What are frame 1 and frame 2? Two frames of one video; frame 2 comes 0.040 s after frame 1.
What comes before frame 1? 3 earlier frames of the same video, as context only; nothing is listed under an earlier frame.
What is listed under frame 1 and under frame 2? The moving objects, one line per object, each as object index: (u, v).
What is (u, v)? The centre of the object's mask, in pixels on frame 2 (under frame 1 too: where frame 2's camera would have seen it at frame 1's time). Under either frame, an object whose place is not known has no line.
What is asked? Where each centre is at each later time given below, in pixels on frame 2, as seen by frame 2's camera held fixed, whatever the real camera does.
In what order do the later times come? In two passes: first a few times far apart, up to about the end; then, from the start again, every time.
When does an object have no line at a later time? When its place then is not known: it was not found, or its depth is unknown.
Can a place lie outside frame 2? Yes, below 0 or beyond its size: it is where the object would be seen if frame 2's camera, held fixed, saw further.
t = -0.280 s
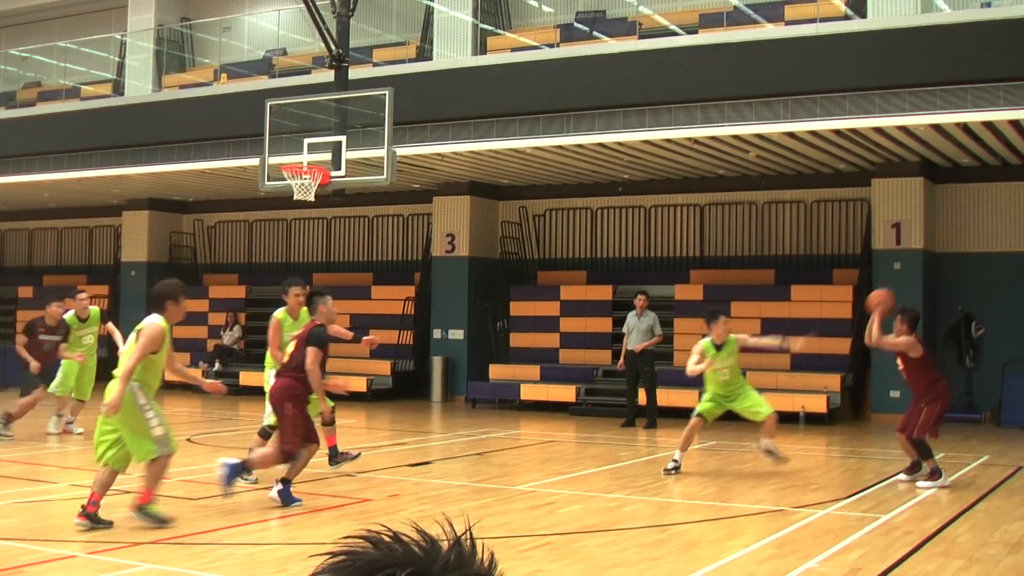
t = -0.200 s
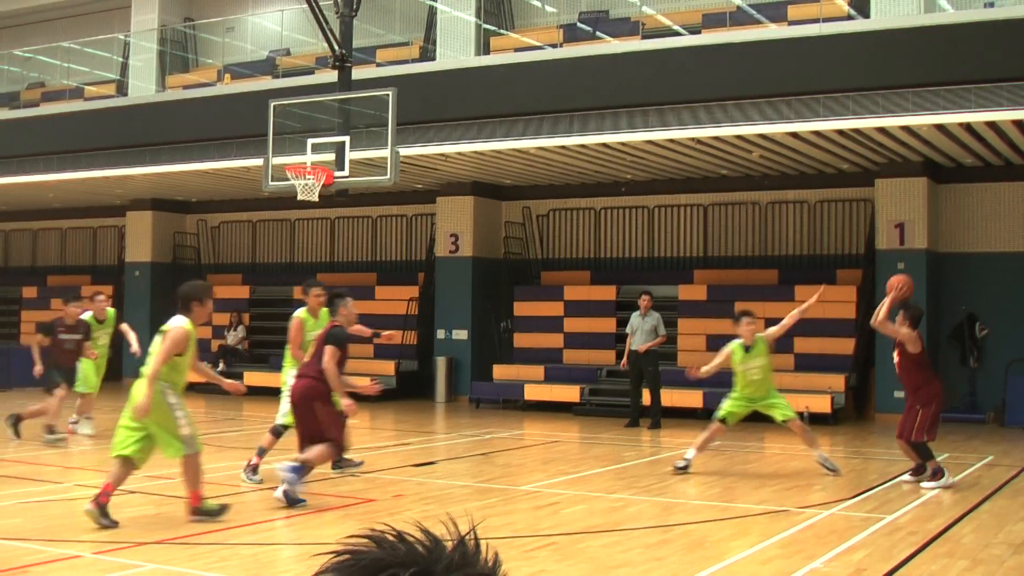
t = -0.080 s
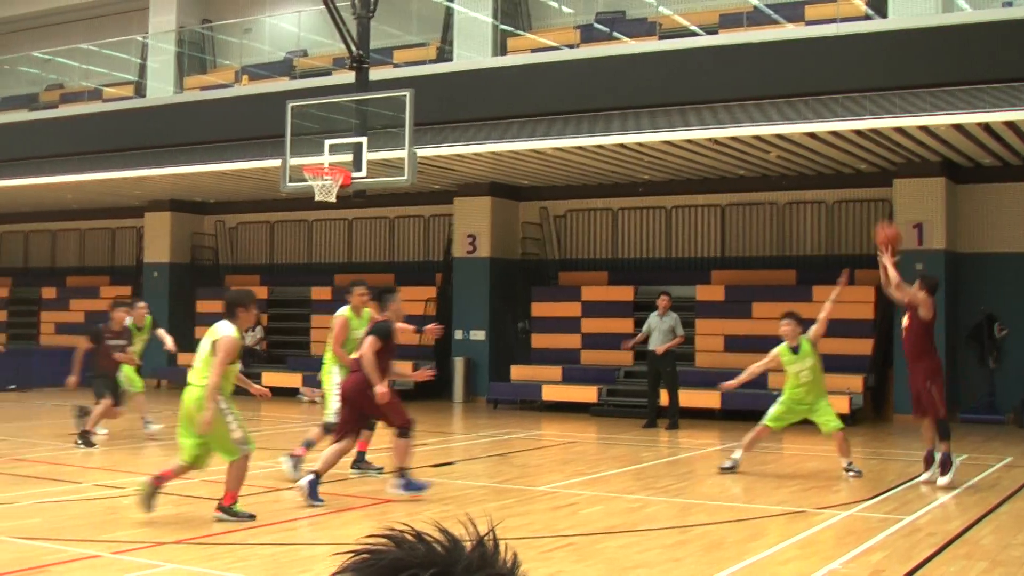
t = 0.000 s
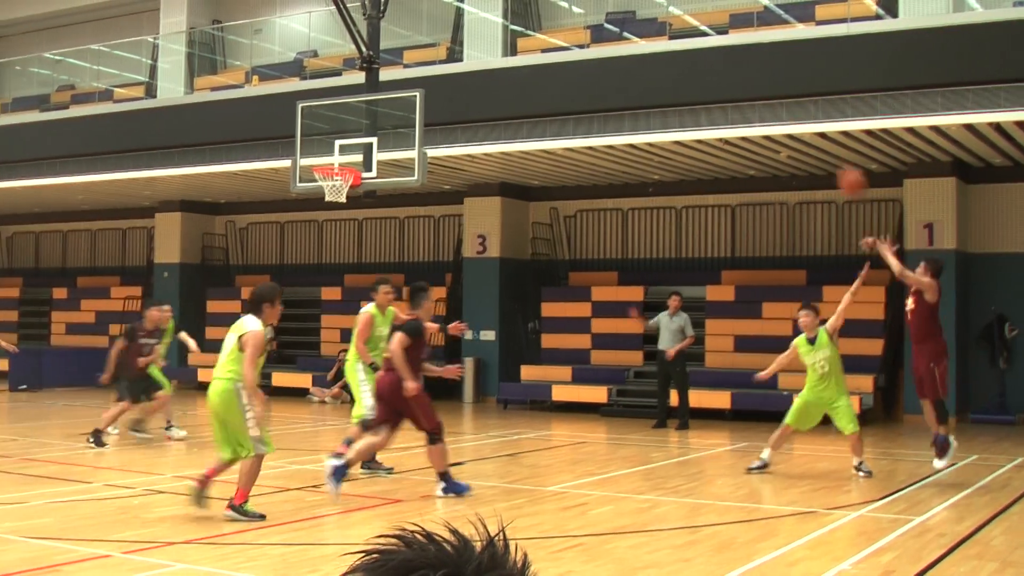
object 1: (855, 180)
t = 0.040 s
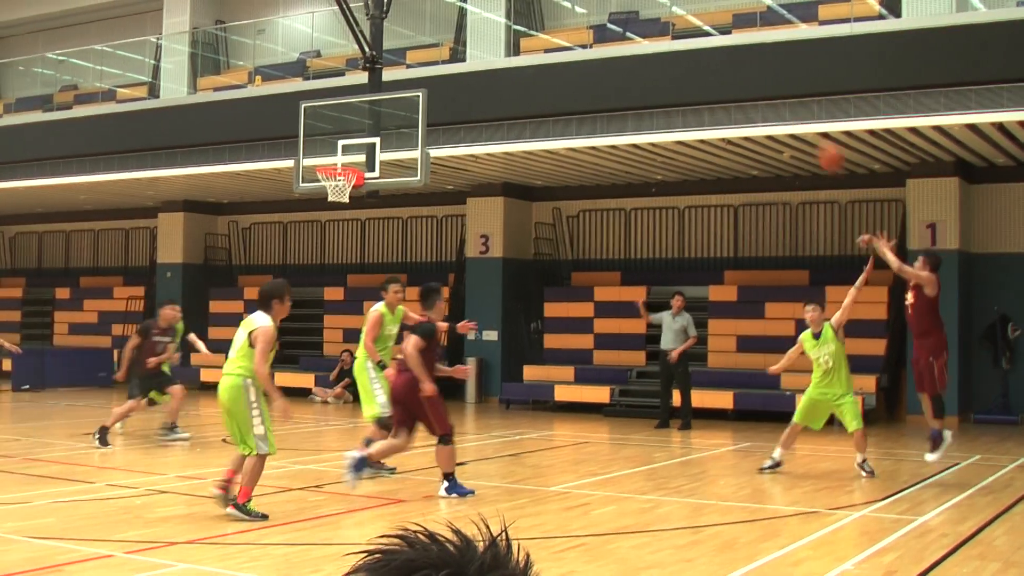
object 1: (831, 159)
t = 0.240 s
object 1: (719, 64)
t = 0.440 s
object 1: (620, 20)
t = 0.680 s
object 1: (514, 18)
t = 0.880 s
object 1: (430, 57)
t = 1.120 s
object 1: (337, 142)
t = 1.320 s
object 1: (315, 149)
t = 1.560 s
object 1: (299, 169)
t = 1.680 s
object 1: (283, 185)
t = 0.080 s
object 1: (808, 135)
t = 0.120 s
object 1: (784, 113)
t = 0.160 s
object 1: (761, 94)
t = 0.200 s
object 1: (740, 79)
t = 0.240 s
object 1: (719, 64)
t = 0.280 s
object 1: (700, 54)
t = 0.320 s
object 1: (678, 43)
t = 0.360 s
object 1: (658, 33)
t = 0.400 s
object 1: (639, 25)
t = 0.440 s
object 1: (620, 20)
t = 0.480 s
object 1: (601, 16)
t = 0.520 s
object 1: (583, 13)
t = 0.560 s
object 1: (564, 12)
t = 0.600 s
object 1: (548, 13)
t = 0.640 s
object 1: (531, 15)
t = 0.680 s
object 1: (514, 18)
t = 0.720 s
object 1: (495, 24)
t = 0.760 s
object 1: (478, 29)
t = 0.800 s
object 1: (462, 38)
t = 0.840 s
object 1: (447, 45)
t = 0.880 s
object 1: (430, 57)
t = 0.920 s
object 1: (413, 69)
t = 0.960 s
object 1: (400, 80)
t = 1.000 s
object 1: (382, 94)
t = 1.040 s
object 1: (367, 109)
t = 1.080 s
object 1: (352, 125)
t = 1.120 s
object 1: (337, 142)
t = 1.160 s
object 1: (324, 159)
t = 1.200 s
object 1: (321, 155)
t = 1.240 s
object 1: (320, 151)
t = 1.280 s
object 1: (317, 150)
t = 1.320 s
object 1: (315, 149)
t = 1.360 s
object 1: (313, 150)
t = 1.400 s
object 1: (310, 152)
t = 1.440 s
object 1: (308, 155)
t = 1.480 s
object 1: (306, 160)
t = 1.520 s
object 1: (303, 165)
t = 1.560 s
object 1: (299, 169)
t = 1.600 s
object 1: (294, 173)
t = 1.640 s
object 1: (288, 178)
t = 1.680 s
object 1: (283, 185)
